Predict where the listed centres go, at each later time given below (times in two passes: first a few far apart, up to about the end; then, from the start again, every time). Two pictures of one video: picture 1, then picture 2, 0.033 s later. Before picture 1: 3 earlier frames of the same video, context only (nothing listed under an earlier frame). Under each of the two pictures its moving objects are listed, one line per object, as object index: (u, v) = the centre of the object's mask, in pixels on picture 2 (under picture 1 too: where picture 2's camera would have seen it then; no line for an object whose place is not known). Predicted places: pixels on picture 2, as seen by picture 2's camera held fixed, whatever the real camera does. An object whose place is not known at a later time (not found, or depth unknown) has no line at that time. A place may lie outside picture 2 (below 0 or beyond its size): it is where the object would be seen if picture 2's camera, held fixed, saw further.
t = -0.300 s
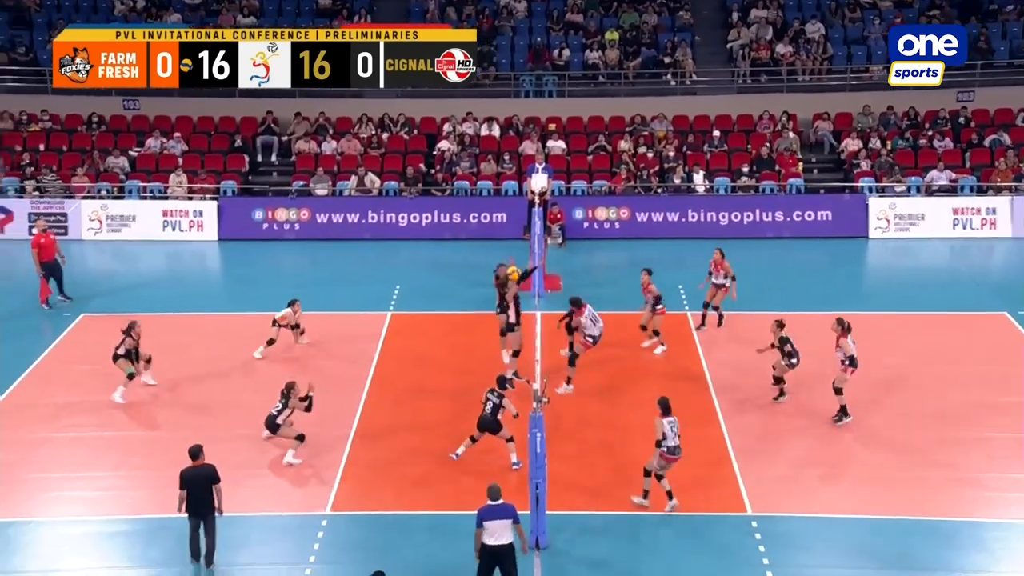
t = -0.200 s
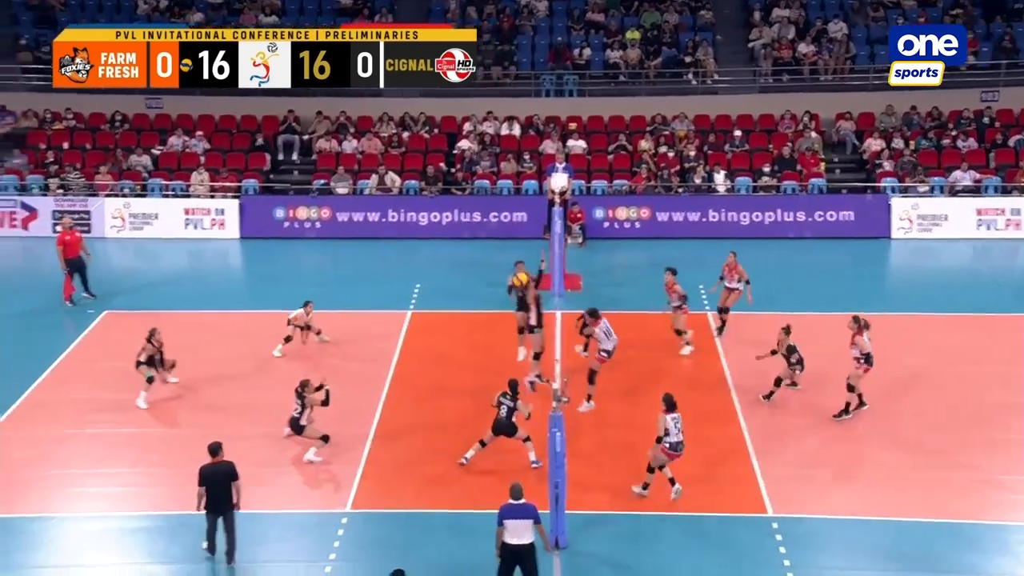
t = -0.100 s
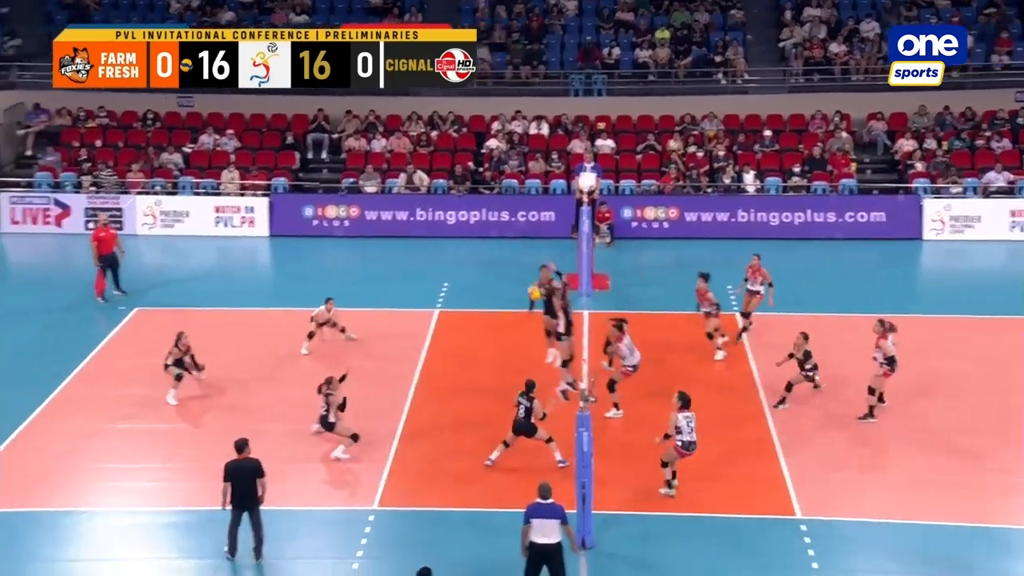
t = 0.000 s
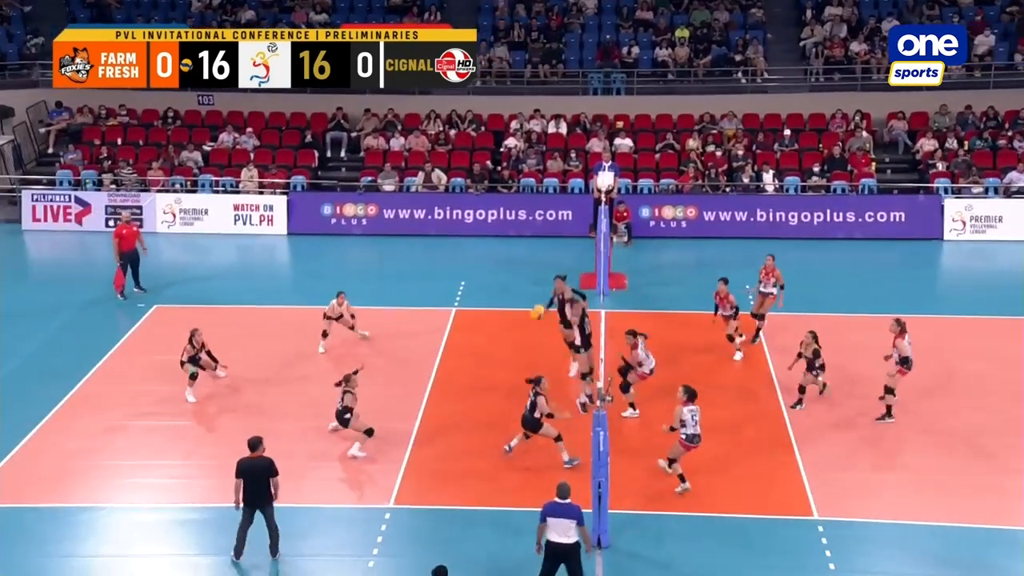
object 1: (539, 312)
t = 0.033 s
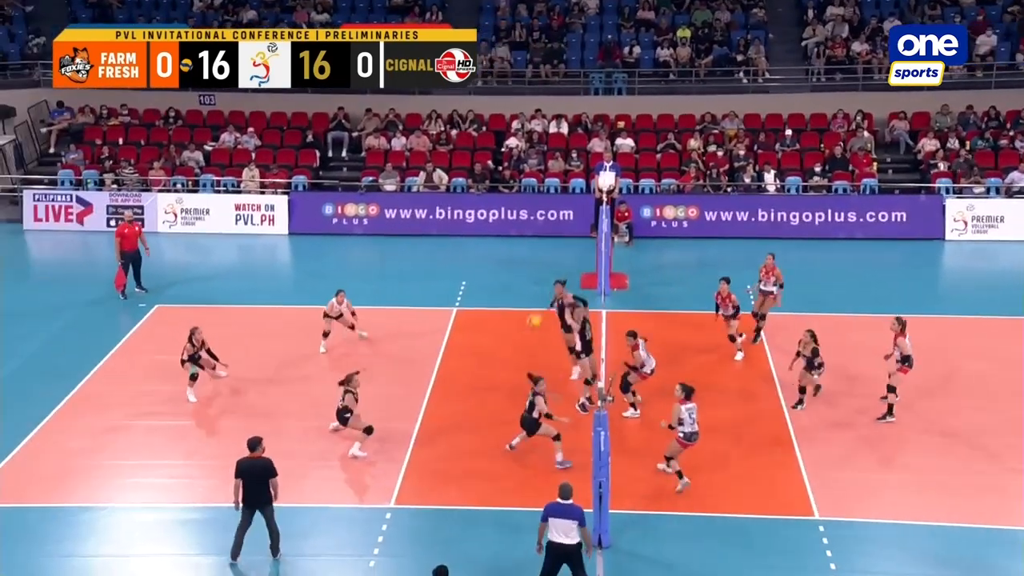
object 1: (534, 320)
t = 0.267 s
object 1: (498, 402)
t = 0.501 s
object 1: (462, 524)
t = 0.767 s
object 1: (440, 503)
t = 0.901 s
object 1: (430, 496)
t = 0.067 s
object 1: (528, 329)
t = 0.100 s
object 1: (524, 340)
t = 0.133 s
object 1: (518, 350)
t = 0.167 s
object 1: (514, 362)
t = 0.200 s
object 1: (508, 375)
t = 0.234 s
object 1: (504, 388)
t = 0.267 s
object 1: (498, 402)
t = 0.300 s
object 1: (493, 416)
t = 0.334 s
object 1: (487, 433)
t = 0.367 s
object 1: (483, 449)
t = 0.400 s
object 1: (478, 468)
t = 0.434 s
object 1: (472, 486)
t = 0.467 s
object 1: (468, 505)
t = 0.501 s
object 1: (462, 524)
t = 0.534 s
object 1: (457, 546)
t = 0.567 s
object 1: (454, 538)
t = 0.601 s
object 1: (452, 531)
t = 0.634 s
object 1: (449, 524)
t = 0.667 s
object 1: (447, 517)
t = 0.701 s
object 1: (445, 513)
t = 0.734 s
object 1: (443, 508)
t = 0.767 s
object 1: (440, 503)
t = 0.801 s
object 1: (438, 501)
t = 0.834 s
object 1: (435, 498)
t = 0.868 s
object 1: (432, 497)
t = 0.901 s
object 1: (430, 496)
